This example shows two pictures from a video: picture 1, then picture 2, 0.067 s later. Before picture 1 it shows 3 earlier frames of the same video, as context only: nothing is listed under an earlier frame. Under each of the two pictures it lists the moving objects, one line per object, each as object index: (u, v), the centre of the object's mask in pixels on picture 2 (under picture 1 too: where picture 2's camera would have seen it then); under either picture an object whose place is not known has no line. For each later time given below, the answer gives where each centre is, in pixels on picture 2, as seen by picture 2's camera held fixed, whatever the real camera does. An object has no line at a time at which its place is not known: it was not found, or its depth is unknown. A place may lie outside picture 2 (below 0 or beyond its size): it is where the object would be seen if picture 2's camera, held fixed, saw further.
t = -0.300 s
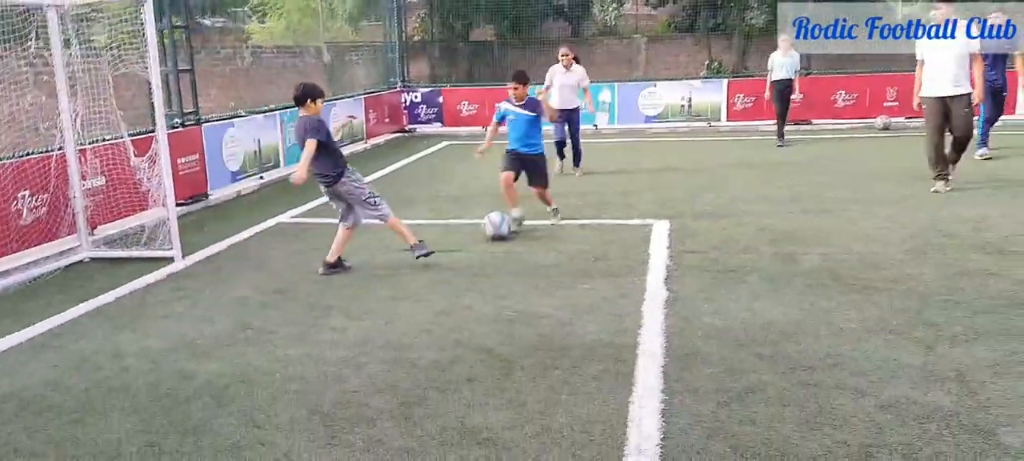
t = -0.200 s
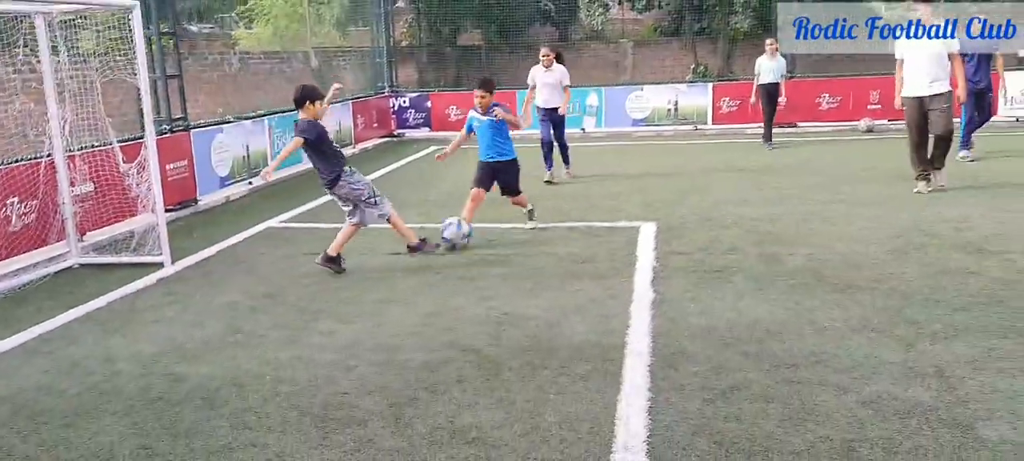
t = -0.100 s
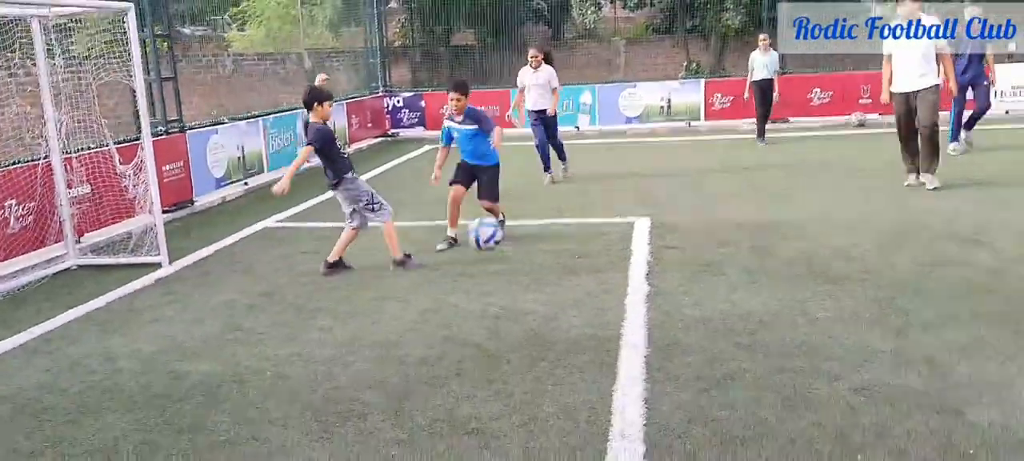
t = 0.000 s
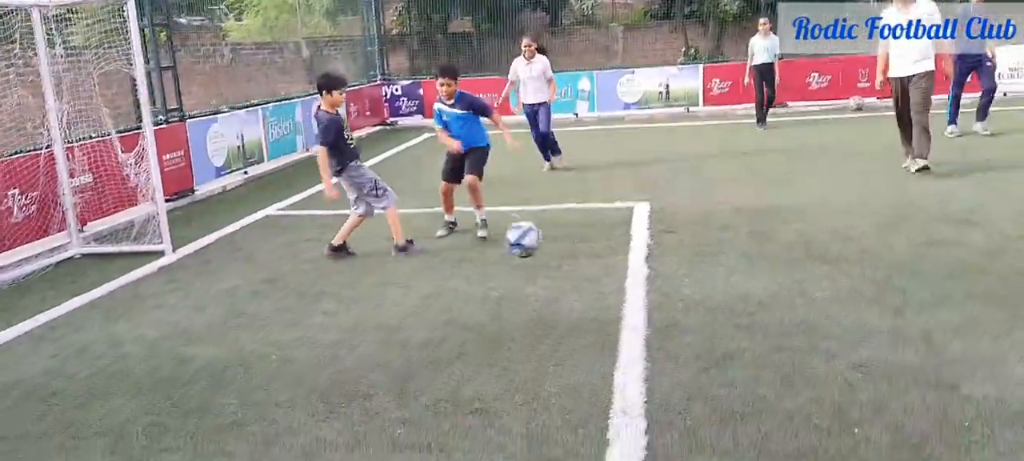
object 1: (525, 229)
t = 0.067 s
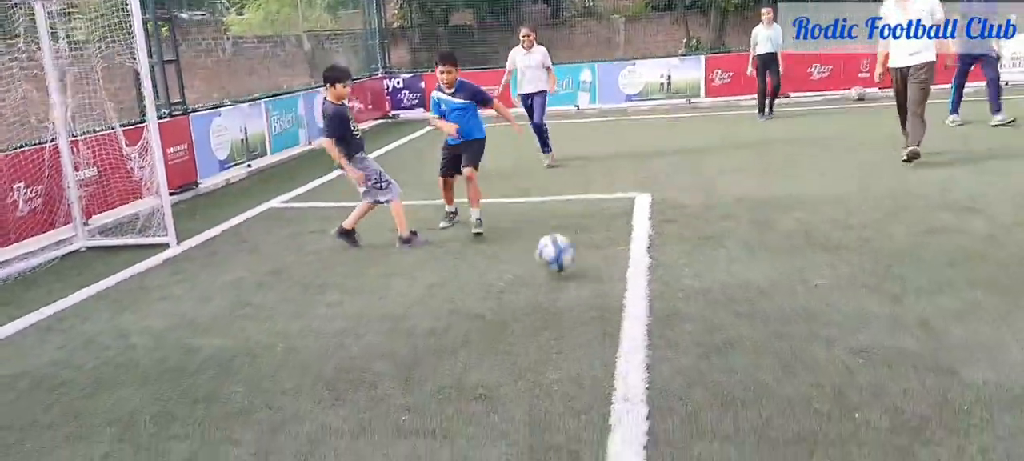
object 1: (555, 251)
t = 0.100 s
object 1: (571, 268)
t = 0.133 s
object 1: (579, 266)
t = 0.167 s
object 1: (588, 264)
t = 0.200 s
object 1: (595, 264)
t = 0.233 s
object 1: (604, 266)
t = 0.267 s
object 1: (613, 267)
